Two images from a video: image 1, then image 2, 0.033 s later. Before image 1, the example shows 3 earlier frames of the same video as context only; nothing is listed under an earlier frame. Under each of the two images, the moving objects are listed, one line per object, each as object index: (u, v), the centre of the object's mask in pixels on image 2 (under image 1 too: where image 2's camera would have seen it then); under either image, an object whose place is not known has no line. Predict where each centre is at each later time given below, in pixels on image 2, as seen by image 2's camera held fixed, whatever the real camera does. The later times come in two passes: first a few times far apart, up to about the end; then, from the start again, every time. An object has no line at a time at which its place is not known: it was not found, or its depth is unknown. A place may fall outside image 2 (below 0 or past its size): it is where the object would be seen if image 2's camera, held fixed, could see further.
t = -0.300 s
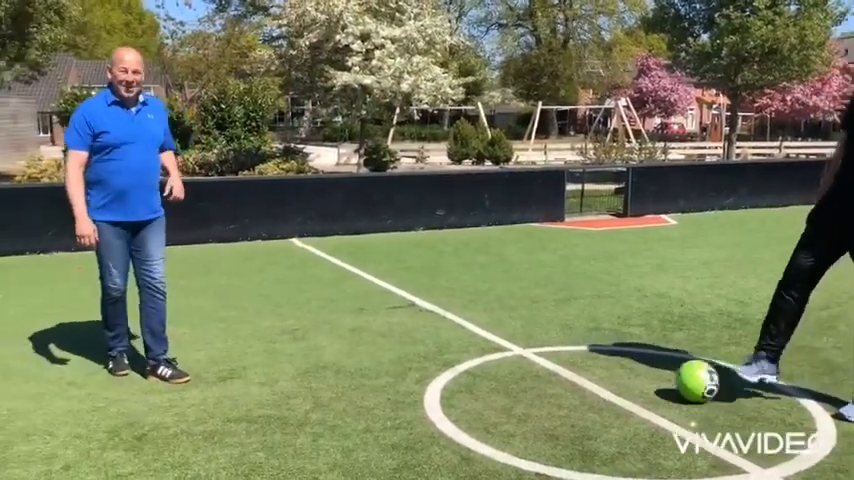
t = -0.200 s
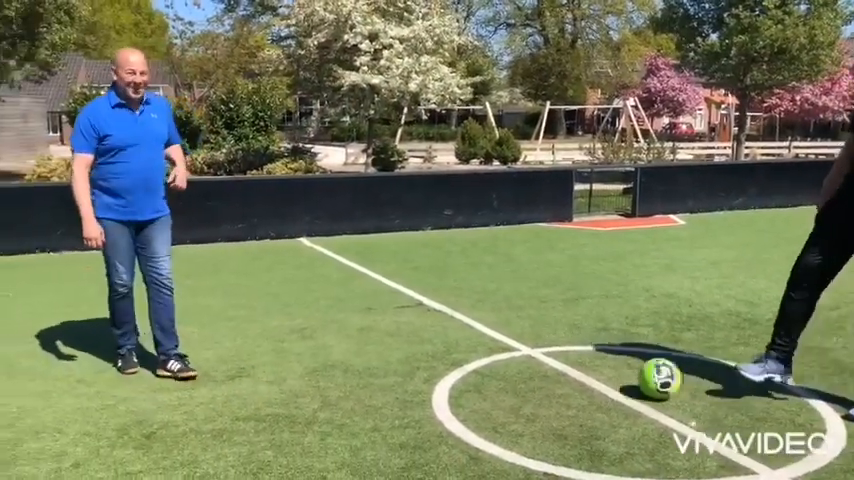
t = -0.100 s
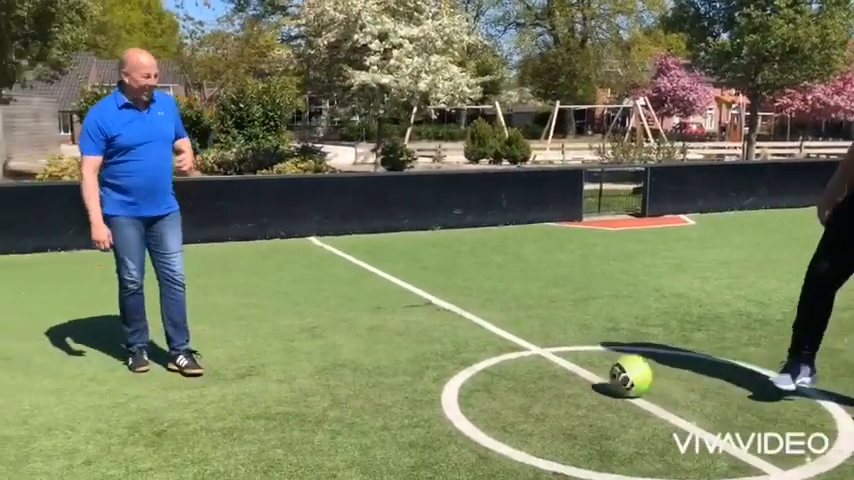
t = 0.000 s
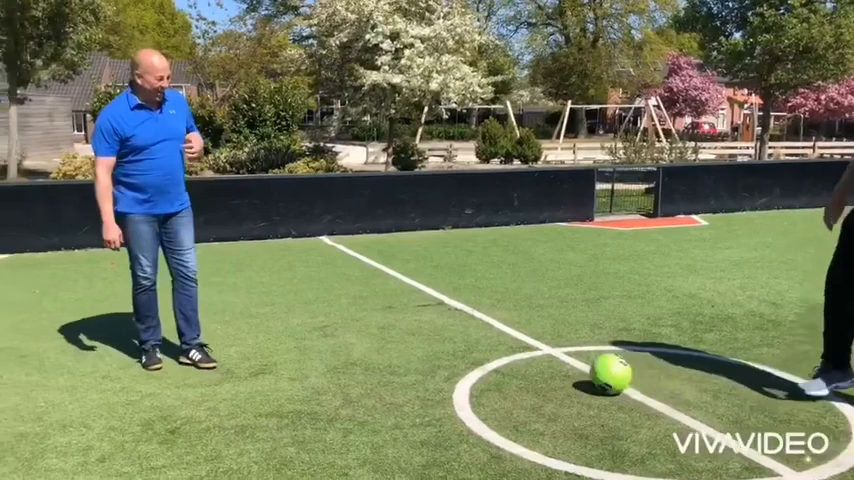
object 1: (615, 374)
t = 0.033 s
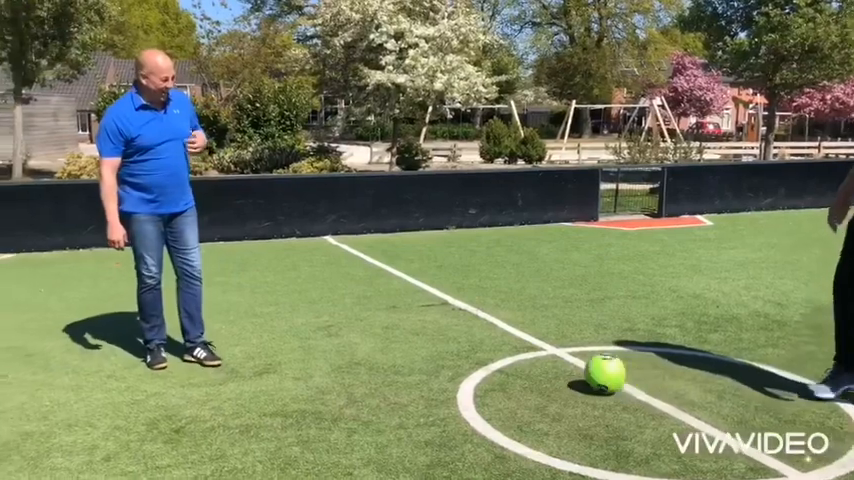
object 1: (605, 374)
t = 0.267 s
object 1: (538, 368)
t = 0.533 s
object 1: (466, 362)
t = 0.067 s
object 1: (595, 372)
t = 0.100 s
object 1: (585, 371)
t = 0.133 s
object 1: (575, 371)
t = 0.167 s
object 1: (565, 371)
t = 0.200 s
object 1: (556, 370)
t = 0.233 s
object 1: (547, 370)
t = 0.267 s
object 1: (538, 368)
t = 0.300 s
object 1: (528, 368)
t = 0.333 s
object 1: (519, 367)
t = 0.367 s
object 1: (509, 366)
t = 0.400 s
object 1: (501, 366)
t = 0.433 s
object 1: (492, 364)
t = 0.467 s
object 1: (483, 364)
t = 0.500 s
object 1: (474, 363)
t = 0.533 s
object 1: (466, 362)
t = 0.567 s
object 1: (457, 361)
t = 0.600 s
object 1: (449, 361)
